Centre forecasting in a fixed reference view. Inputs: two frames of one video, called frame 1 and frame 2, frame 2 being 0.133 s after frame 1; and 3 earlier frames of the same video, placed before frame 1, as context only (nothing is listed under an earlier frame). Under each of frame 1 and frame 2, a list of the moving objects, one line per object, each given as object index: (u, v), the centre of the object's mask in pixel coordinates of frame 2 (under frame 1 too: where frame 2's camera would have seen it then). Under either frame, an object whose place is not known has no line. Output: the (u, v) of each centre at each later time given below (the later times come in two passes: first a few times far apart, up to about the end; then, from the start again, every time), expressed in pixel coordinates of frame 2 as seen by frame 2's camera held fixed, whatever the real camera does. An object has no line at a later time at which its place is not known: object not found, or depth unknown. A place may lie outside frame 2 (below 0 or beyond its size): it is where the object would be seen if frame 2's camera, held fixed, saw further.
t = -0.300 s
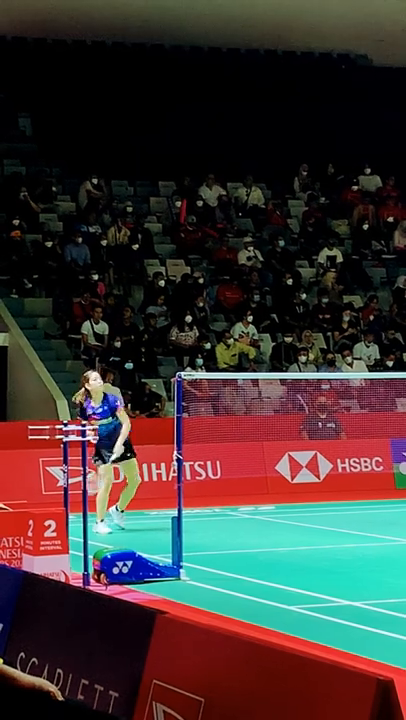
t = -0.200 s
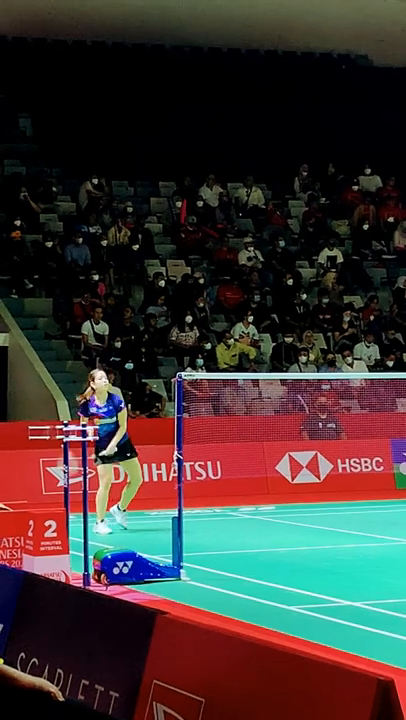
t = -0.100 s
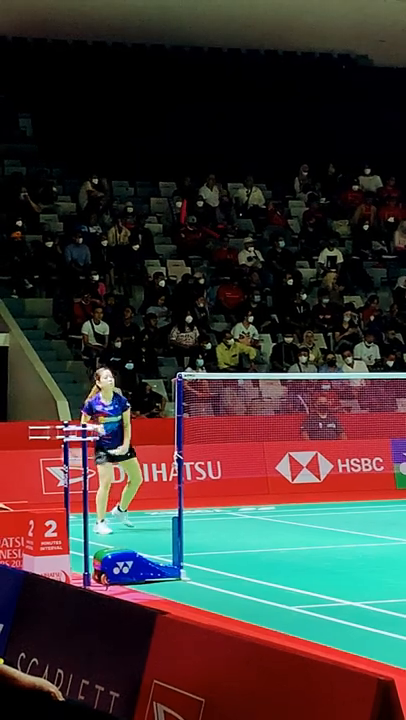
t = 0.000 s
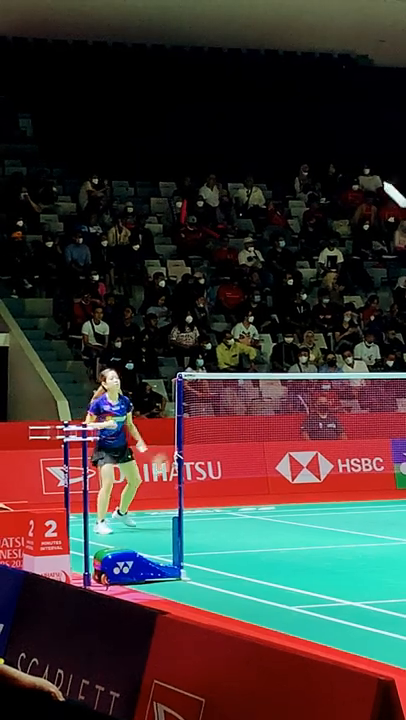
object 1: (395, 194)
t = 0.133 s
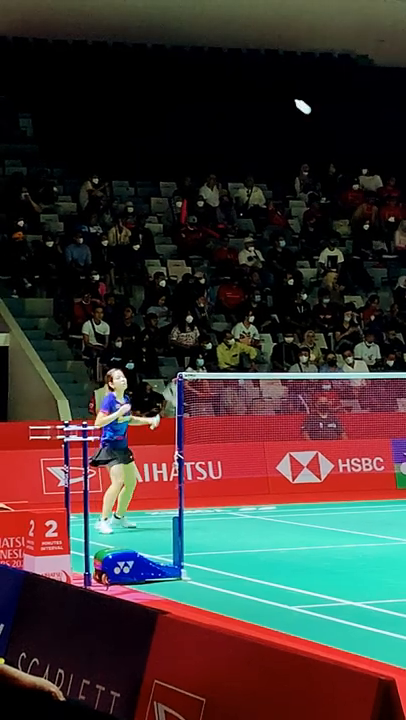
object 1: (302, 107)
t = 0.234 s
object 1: (258, 76)
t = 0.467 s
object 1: (193, 65)
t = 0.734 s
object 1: (148, 115)
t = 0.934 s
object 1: (126, 182)
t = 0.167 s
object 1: (286, 94)
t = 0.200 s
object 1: (271, 84)
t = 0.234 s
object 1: (258, 76)
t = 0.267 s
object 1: (247, 70)
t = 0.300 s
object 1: (236, 66)
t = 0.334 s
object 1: (226, 63)
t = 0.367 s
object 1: (217, 62)
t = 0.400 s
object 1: (209, 62)
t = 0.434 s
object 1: (201, 63)
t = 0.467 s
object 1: (193, 65)
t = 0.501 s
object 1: (186, 68)
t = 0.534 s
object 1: (179, 73)
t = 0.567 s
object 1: (173, 78)
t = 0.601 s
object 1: (167, 84)
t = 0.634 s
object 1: (162, 90)
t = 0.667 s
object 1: (157, 98)
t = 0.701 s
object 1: (152, 106)
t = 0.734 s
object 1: (148, 115)
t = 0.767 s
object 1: (143, 125)
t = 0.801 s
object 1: (140, 135)
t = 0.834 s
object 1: (136, 146)
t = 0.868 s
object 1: (132, 158)
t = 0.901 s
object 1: (129, 169)
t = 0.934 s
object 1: (126, 182)
